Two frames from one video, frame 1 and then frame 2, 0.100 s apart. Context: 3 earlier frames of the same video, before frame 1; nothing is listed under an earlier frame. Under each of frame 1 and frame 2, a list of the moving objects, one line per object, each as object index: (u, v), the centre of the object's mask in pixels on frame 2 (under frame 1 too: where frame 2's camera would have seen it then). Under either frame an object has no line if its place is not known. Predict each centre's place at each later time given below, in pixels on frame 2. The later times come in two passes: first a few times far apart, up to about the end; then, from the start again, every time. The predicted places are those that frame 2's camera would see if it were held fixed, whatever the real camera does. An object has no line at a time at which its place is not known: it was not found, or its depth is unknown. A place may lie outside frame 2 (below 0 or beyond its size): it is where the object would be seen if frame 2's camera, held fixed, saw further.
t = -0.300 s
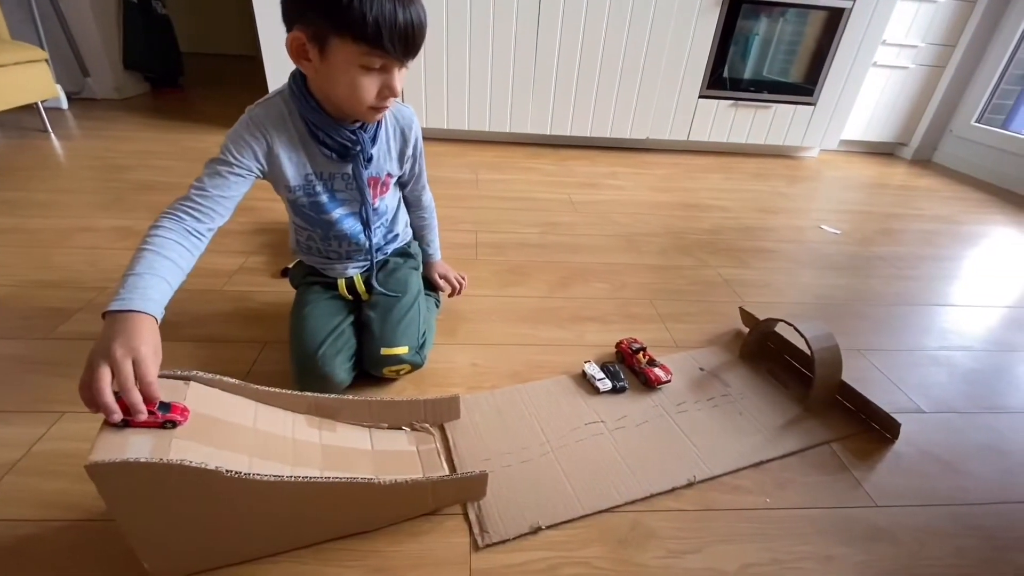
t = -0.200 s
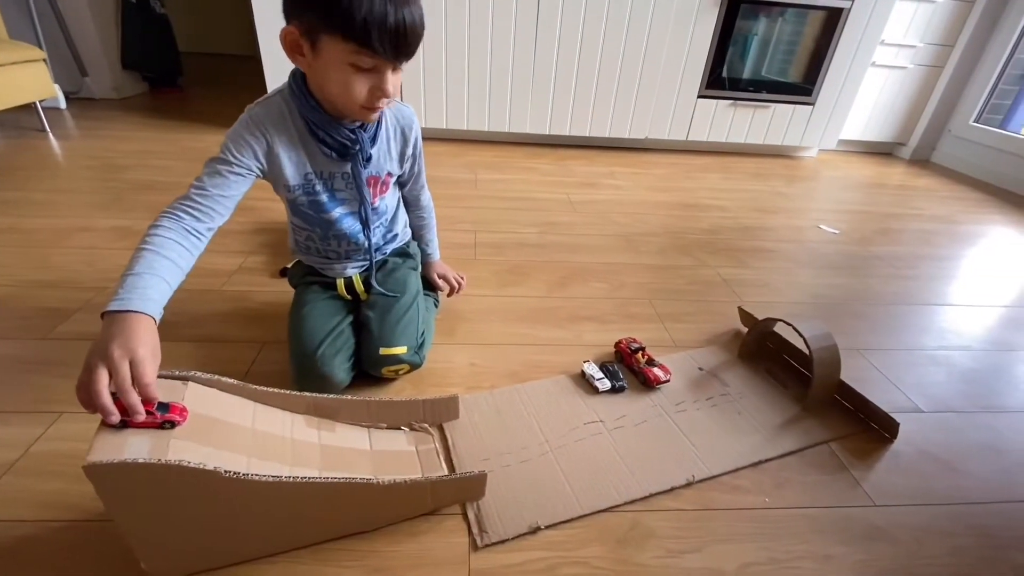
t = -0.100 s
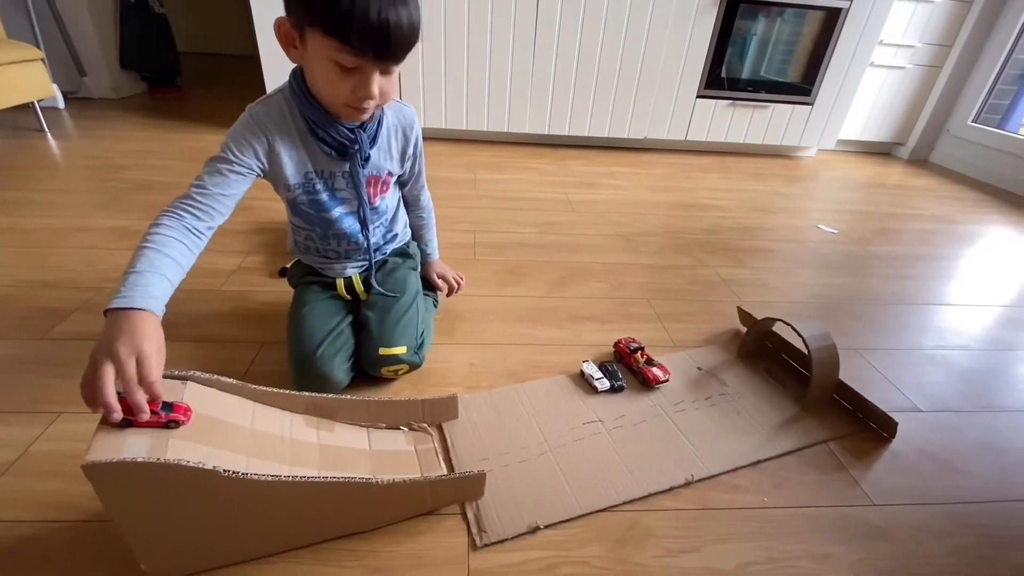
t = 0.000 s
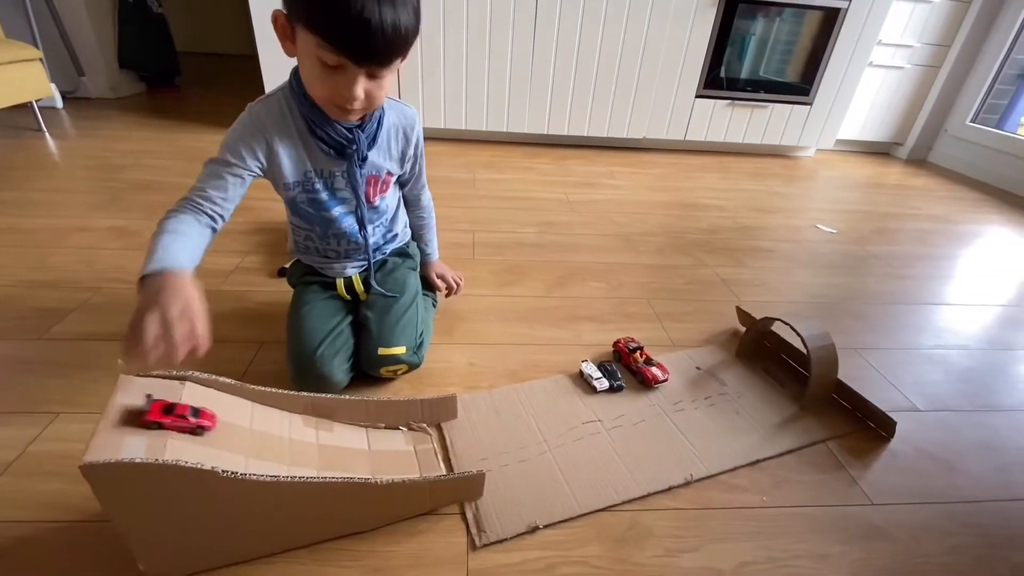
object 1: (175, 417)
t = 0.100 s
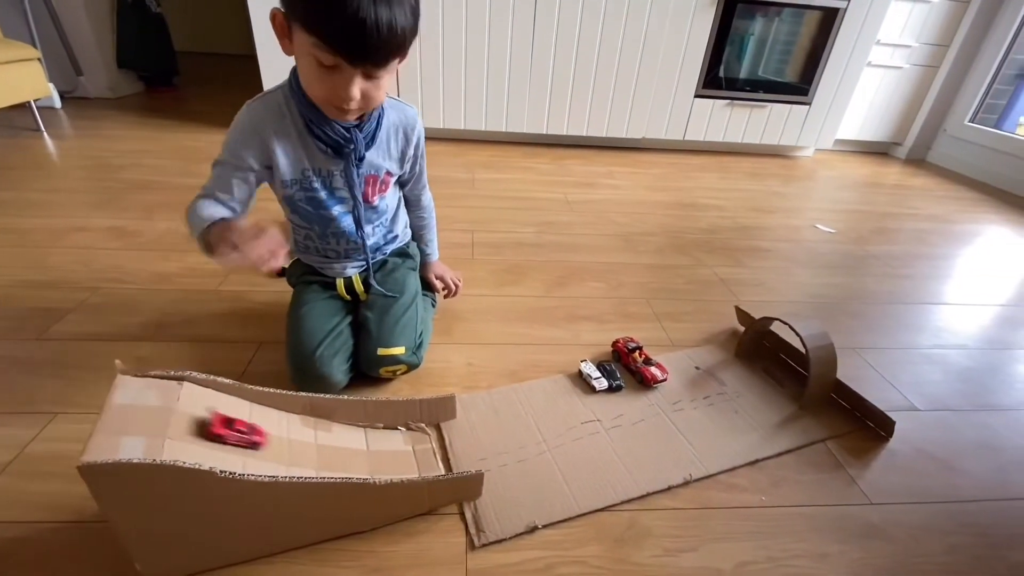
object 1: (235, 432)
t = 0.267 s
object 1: (390, 451)
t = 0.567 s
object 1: (573, 371)
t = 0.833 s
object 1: (597, 334)
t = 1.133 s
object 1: (621, 314)
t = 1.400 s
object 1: (630, 307)
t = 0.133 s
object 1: (261, 439)
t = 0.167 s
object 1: (291, 444)
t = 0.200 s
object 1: (323, 449)
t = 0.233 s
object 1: (357, 451)
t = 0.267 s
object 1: (390, 451)
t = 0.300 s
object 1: (421, 446)
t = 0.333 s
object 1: (452, 436)
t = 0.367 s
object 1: (480, 424)
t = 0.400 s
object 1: (502, 413)
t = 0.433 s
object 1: (522, 404)
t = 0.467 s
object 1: (541, 392)
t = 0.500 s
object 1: (557, 384)
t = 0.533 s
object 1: (567, 376)
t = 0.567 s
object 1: (573, 371)
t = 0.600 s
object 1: (577, 366)
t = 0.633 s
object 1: (581, 360)
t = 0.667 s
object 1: (584, 356)
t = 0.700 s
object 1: (587, 350)
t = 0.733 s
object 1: (589, 346)
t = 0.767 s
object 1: (591, 340)
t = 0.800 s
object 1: (594, 337)
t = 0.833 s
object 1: (597, 334)
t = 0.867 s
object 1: (601, 331)
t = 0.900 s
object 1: (604, 328)
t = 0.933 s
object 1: (607, 326)
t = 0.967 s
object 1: (610, 323)
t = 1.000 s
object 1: (612, 321)
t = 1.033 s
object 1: (615, 319)
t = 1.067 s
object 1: (617, 317)
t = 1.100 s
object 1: (619, 316)
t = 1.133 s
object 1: (621, 314)
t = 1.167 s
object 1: (623, 313)
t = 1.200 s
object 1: (624, 311)
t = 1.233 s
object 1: (626, 311)
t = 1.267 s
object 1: (627, 310)
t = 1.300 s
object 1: (628, 308)
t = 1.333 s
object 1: (629, 308)
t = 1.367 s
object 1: (629, 307)
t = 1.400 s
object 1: (630, 307)
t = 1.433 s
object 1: (630, 306)
